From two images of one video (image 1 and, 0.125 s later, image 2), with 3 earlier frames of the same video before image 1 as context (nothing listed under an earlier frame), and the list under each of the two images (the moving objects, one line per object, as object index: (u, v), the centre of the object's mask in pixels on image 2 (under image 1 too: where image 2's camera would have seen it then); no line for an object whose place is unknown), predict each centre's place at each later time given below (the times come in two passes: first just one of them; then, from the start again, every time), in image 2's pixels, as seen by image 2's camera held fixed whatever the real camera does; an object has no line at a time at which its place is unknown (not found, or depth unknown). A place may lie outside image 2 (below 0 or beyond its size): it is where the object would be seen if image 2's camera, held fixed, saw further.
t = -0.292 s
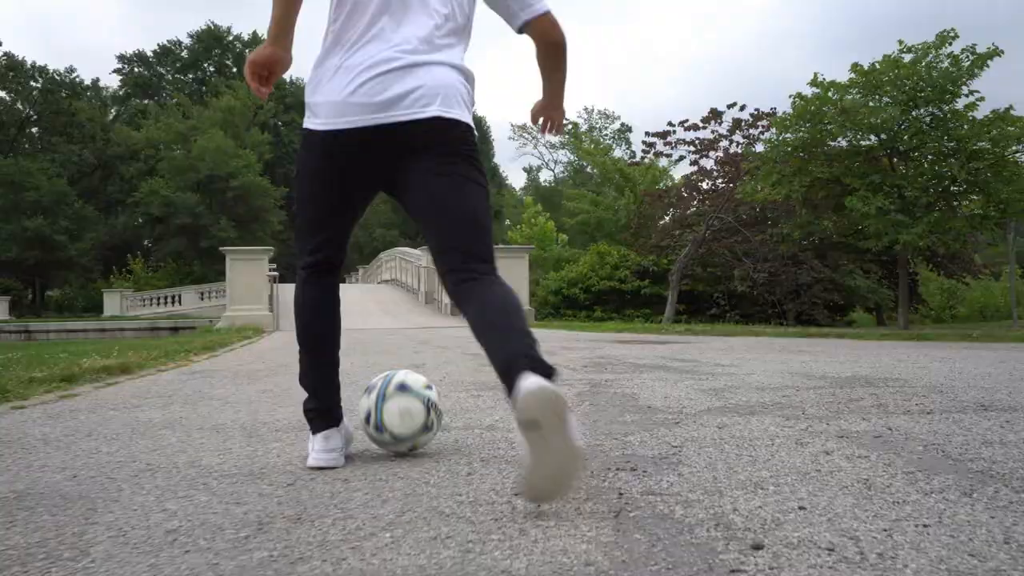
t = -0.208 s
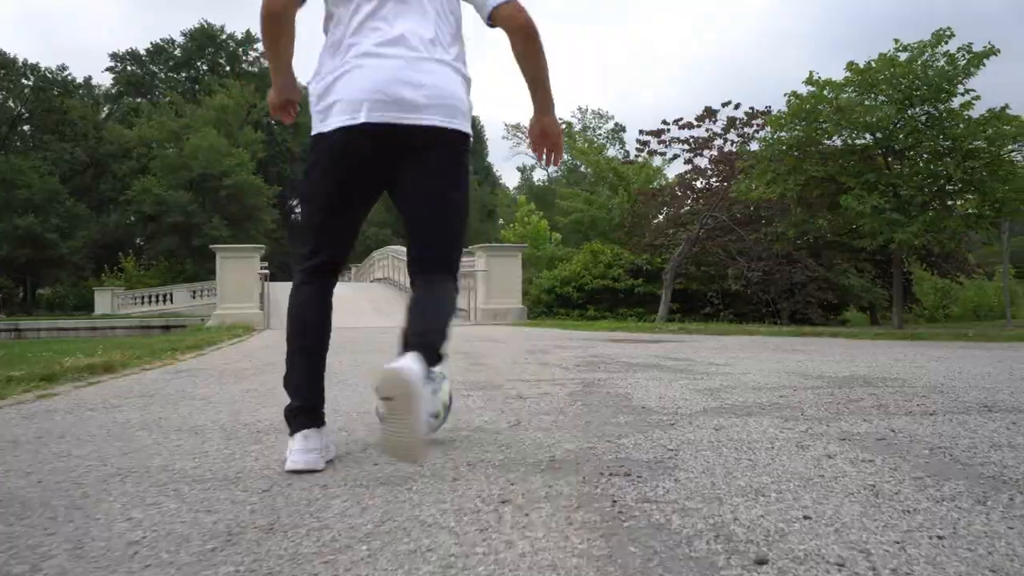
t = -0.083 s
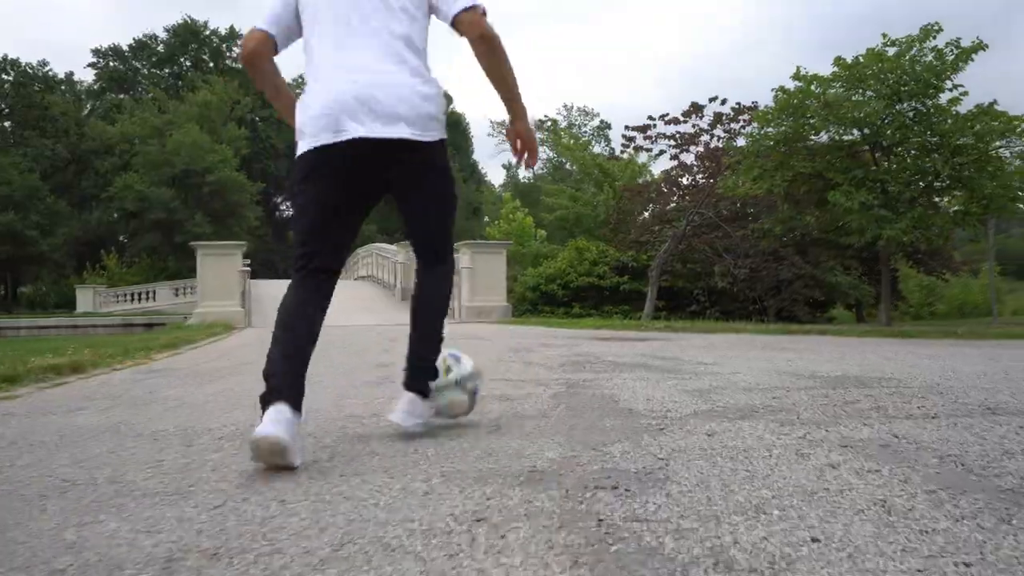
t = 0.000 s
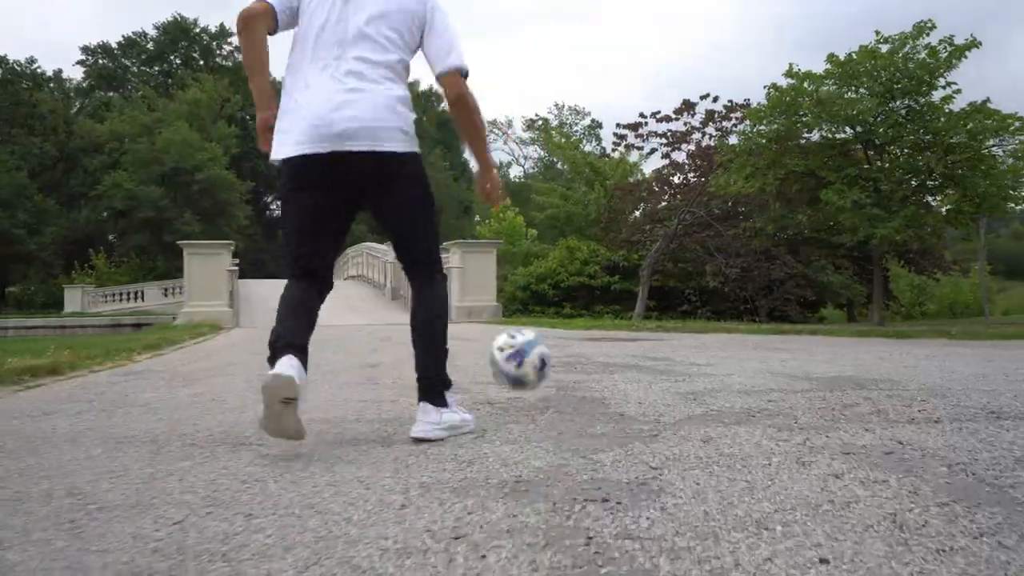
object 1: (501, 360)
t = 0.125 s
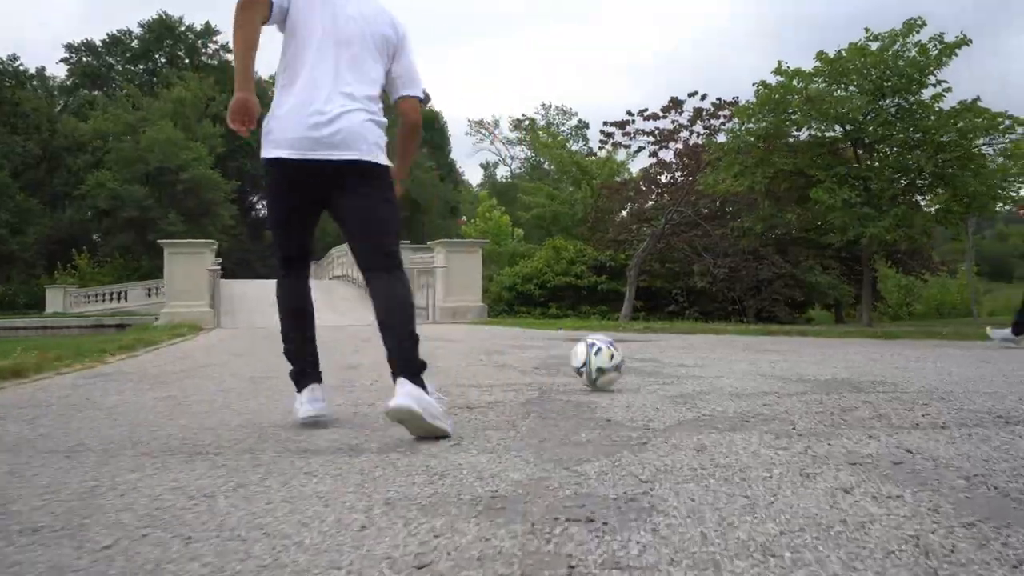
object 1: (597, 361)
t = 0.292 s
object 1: (659, 345)
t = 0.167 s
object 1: (618, 358)
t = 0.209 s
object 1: (633, 349)
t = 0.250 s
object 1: (646, 345)
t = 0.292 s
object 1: (659, 345)
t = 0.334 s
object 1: (670, 347)
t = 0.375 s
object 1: (680, 353)
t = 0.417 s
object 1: (686, 347)
